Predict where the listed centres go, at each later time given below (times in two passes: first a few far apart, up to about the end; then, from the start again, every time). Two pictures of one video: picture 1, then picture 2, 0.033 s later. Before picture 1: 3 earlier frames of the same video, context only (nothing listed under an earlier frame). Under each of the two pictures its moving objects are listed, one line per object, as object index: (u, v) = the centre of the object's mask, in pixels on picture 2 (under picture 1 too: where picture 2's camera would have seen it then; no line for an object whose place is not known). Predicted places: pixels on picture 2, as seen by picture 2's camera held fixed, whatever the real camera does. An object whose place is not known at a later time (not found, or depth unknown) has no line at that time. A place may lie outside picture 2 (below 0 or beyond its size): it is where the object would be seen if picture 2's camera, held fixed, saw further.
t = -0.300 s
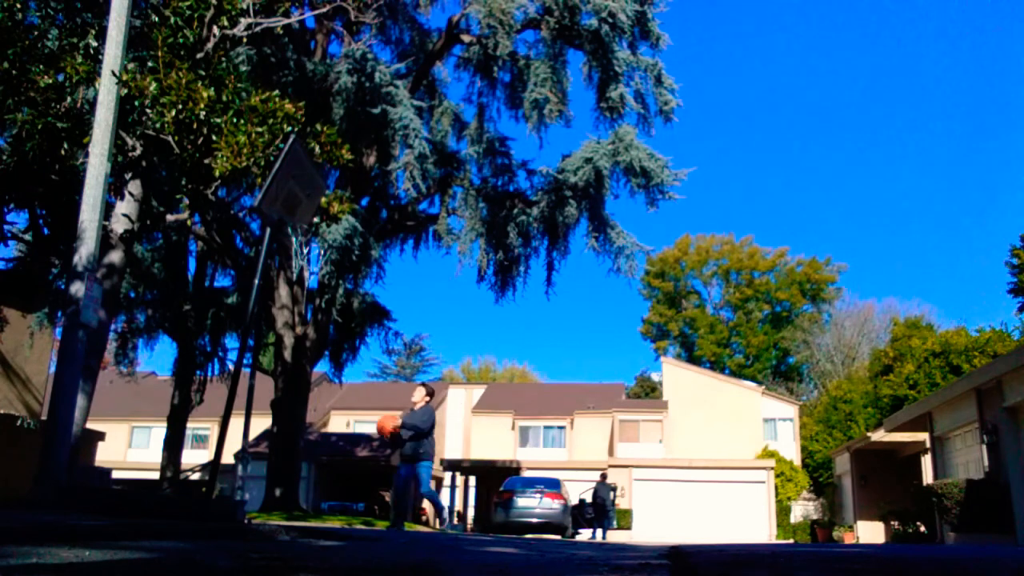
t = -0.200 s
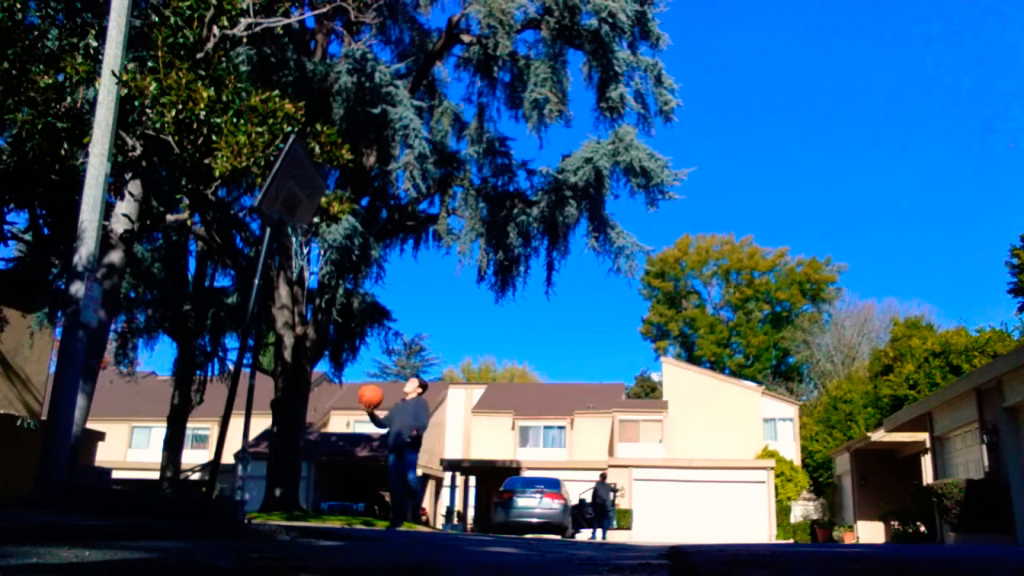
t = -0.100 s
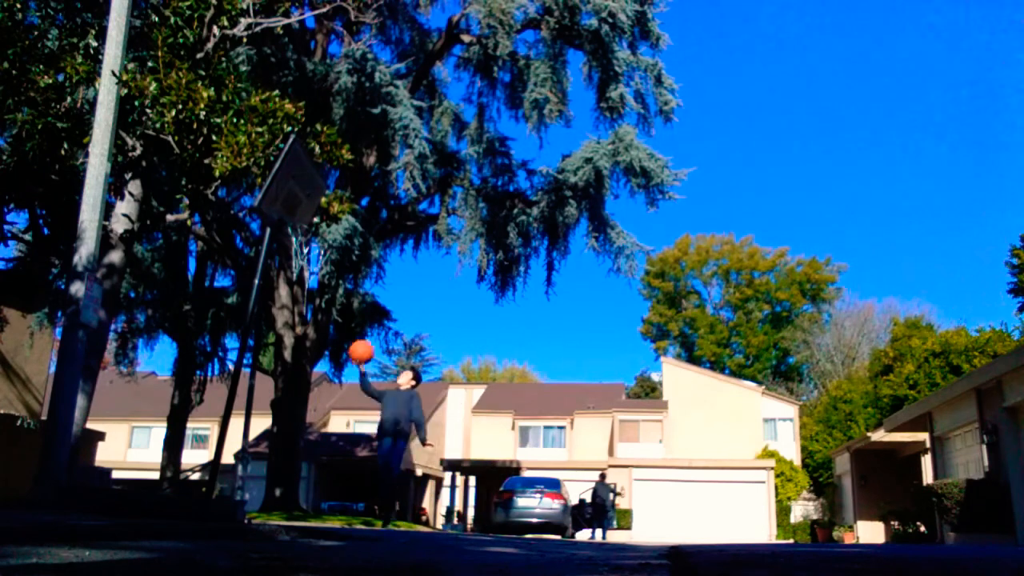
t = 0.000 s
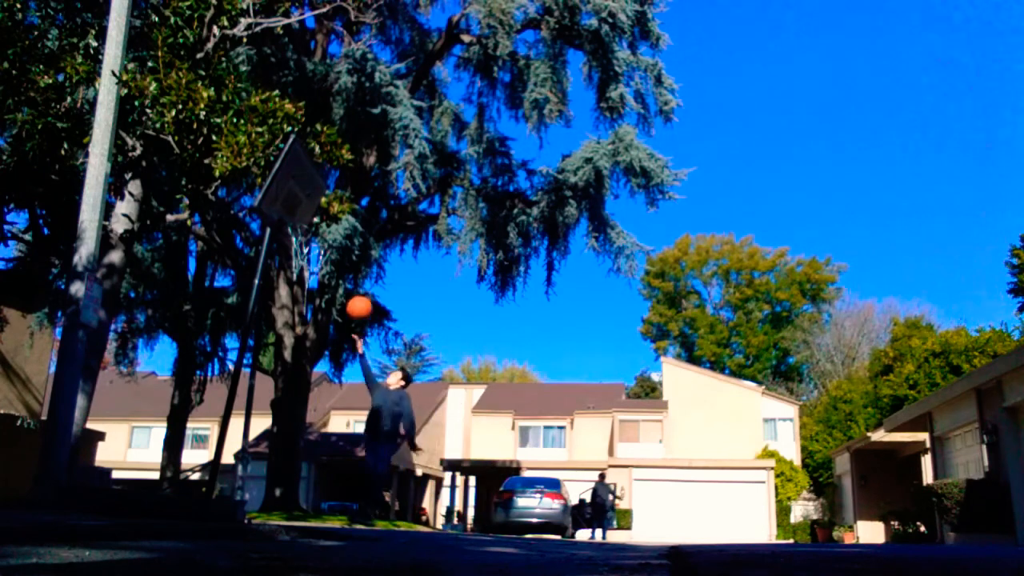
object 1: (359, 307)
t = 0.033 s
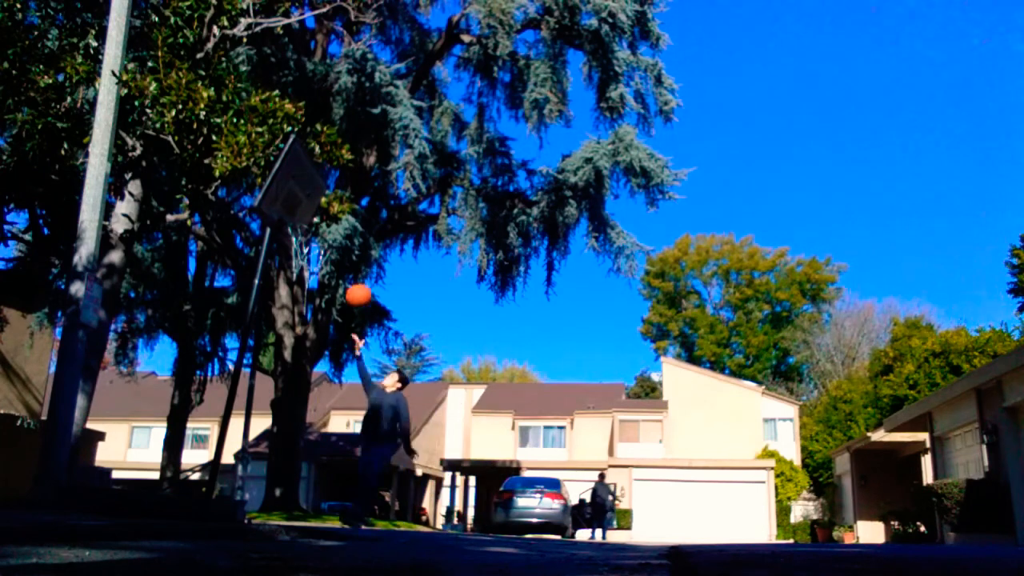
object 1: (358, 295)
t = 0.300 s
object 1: (350, 233)
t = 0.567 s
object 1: (337, 233)
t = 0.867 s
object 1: (341, 236)
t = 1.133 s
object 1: (344, 301)
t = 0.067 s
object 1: (358, 283)
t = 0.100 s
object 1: (357, 273)
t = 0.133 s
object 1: (356, 264)
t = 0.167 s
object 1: (354, 255)
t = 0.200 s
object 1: (353, 248)
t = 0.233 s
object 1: (352, 242)
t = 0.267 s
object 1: (351, 237)
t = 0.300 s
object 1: (350, 233)
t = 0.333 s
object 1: (348, 230)
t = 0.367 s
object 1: (346, 228)
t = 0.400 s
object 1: (345, 227)
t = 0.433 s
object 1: (344, 227)
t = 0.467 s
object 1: (342, 228)
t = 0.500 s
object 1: (339, 231)
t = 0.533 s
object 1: (337, 234)
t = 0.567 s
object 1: (337, 233)
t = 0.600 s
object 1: (336, 232)
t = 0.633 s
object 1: (336, 230)
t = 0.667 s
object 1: (336, 230)
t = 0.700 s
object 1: (336, 230)
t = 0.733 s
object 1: (336, 230)
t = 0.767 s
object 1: (338, 230)
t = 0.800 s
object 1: (339, 231)
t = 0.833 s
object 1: (340, 233)
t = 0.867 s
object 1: (341, 236)
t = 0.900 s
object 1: (342, 241)
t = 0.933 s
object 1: (343, 246)
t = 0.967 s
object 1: (343, 253)
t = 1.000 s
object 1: (343, 262)
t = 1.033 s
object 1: (344, 272)
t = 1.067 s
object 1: (344, 282)
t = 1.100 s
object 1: (344, 294)
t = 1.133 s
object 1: (344, 301)
